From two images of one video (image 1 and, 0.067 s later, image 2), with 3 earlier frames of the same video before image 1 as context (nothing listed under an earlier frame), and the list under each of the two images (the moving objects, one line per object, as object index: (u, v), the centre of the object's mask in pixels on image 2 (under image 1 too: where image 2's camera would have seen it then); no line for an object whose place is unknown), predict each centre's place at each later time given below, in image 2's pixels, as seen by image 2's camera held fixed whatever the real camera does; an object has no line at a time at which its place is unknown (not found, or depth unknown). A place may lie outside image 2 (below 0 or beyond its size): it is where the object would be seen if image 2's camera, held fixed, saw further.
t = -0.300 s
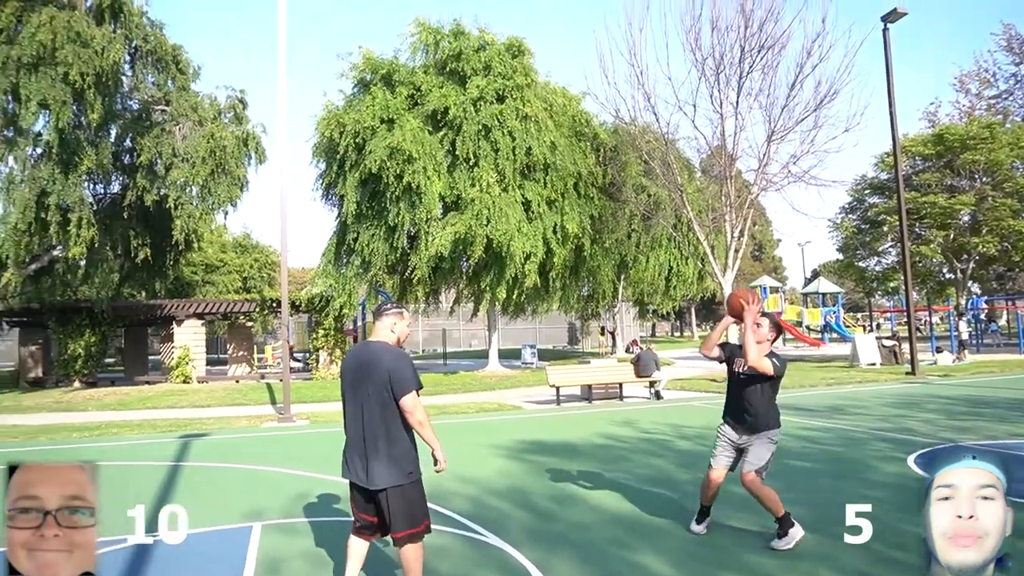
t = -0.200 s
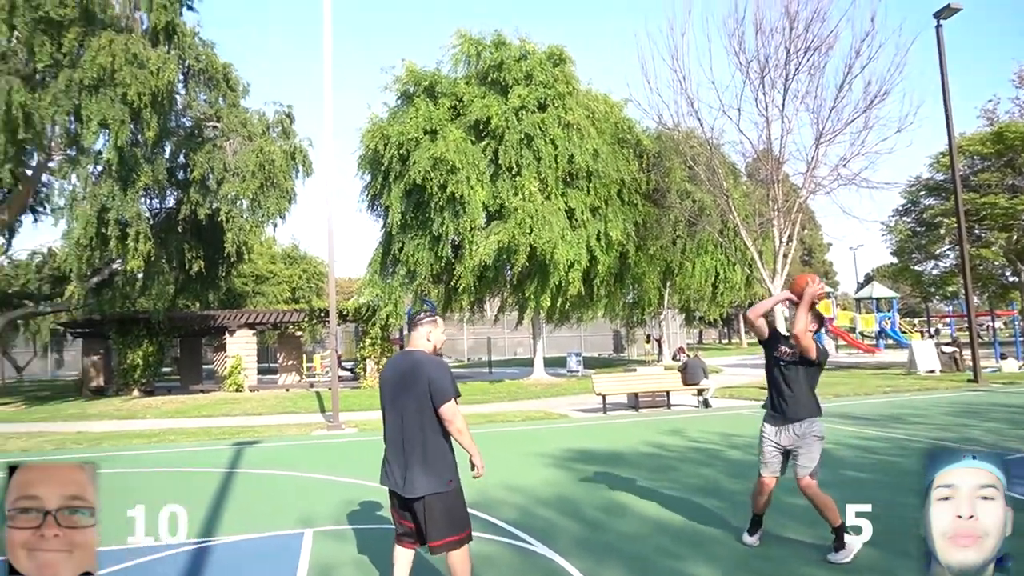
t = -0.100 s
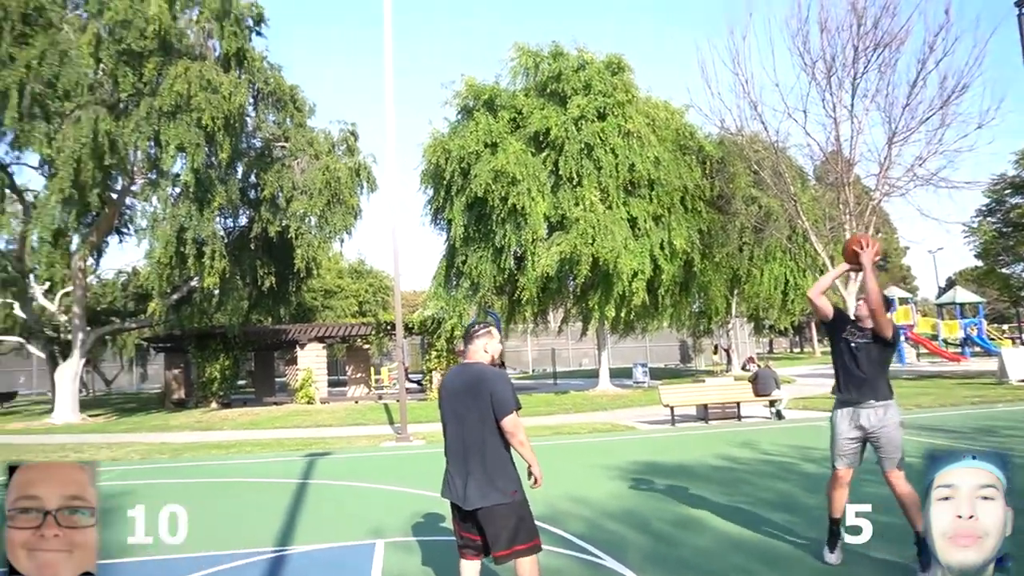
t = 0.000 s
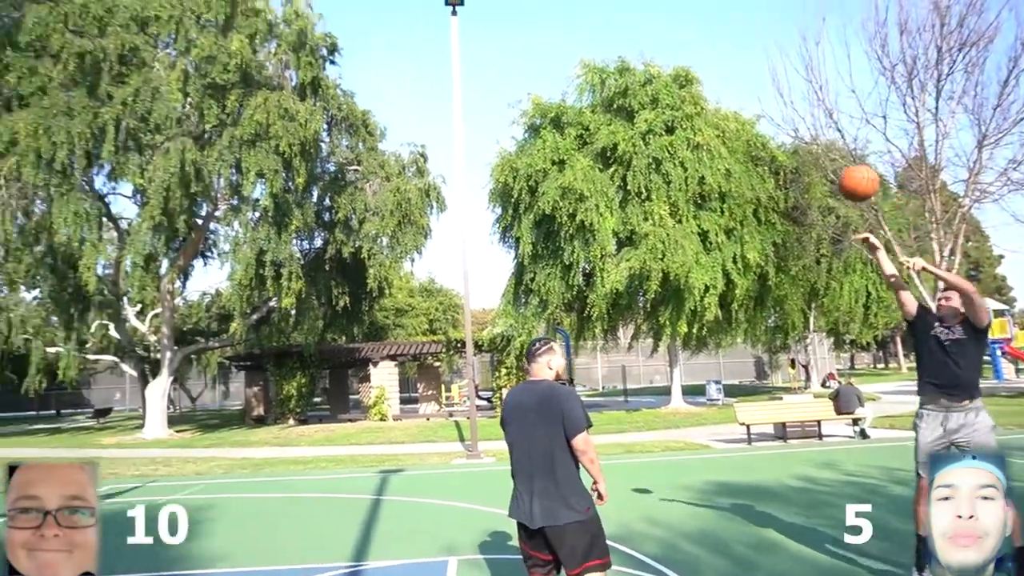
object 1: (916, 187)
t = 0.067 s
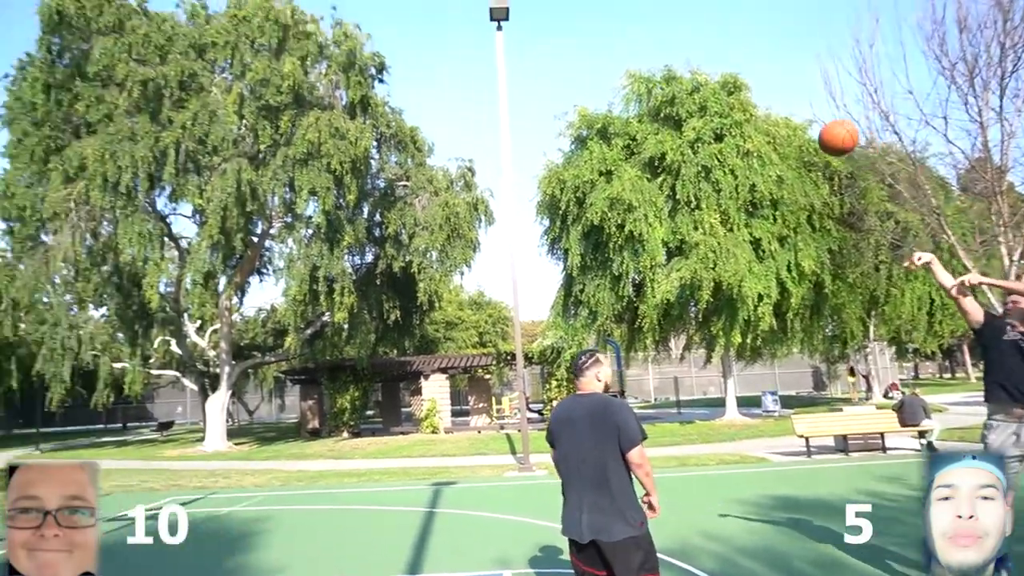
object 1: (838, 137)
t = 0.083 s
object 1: (819, 126)
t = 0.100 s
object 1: (800, 116)
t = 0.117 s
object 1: (781, 105)
